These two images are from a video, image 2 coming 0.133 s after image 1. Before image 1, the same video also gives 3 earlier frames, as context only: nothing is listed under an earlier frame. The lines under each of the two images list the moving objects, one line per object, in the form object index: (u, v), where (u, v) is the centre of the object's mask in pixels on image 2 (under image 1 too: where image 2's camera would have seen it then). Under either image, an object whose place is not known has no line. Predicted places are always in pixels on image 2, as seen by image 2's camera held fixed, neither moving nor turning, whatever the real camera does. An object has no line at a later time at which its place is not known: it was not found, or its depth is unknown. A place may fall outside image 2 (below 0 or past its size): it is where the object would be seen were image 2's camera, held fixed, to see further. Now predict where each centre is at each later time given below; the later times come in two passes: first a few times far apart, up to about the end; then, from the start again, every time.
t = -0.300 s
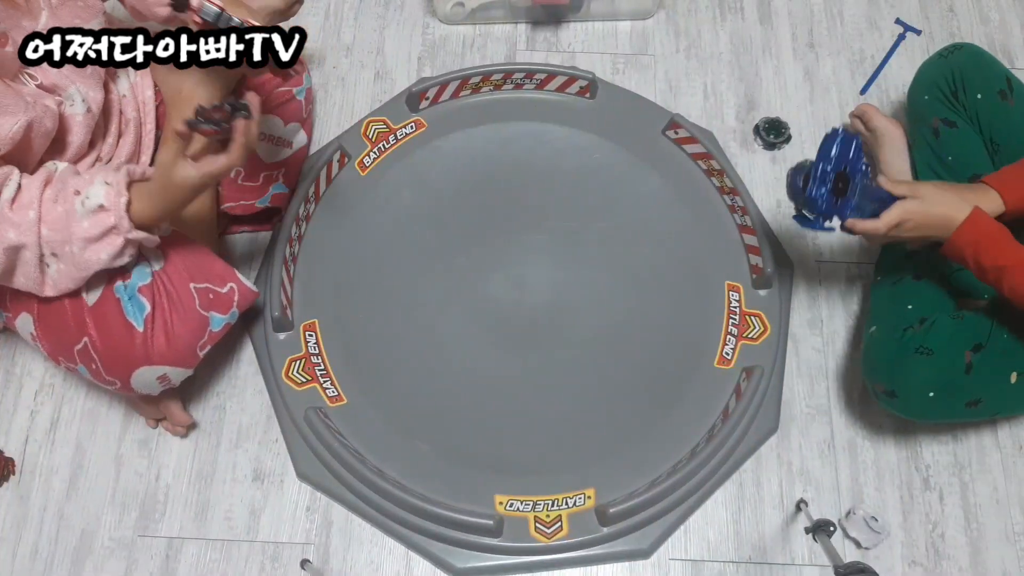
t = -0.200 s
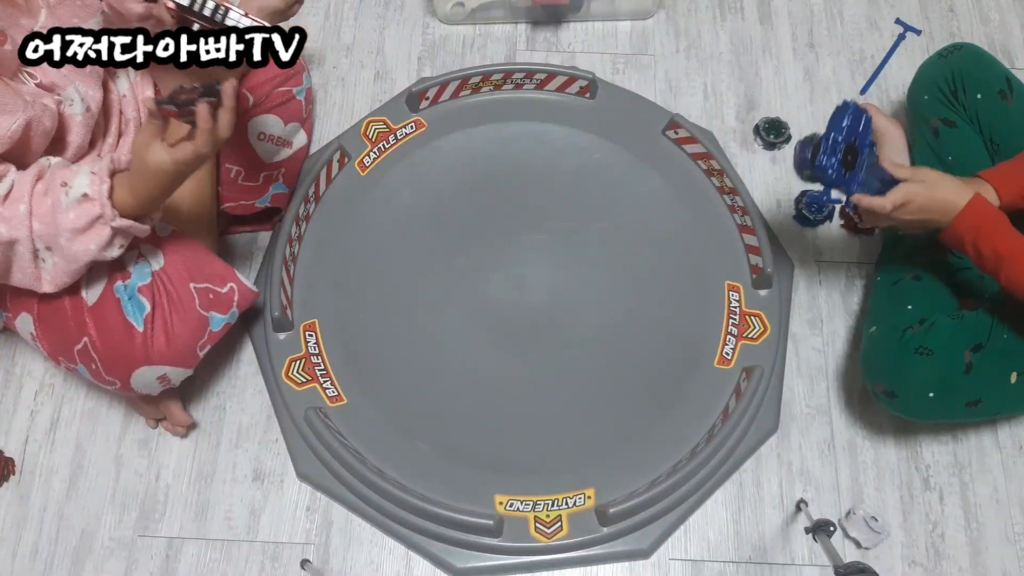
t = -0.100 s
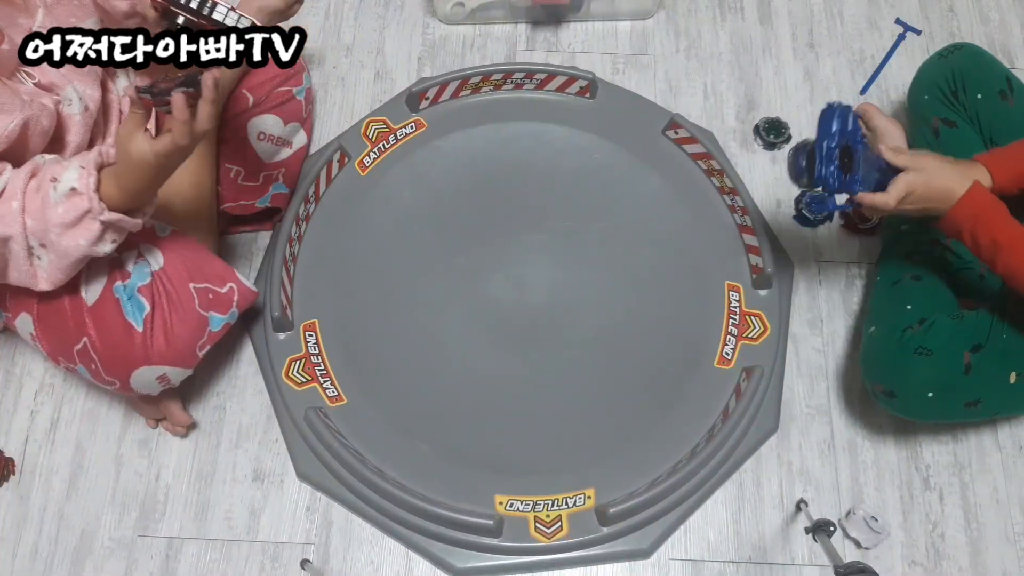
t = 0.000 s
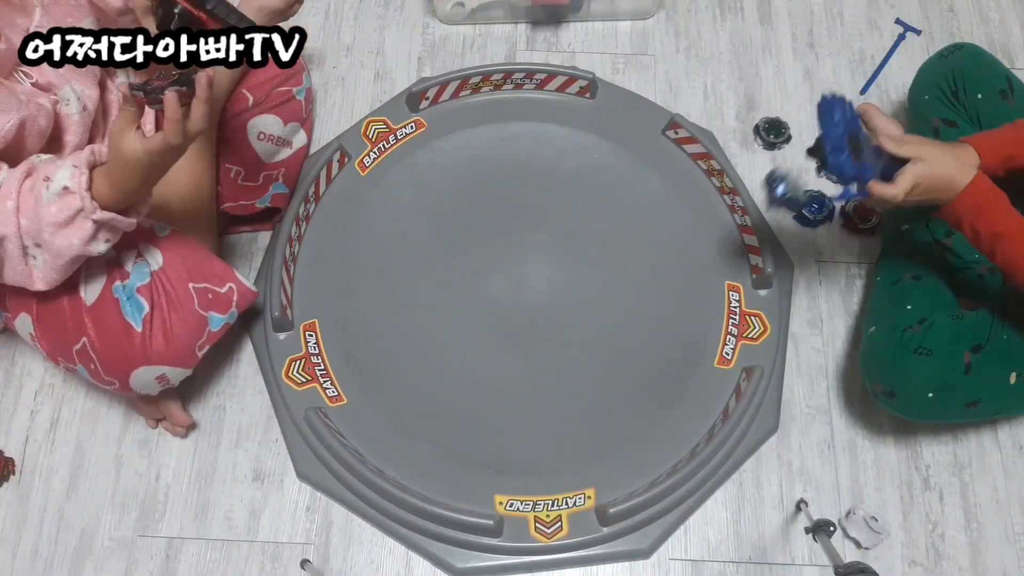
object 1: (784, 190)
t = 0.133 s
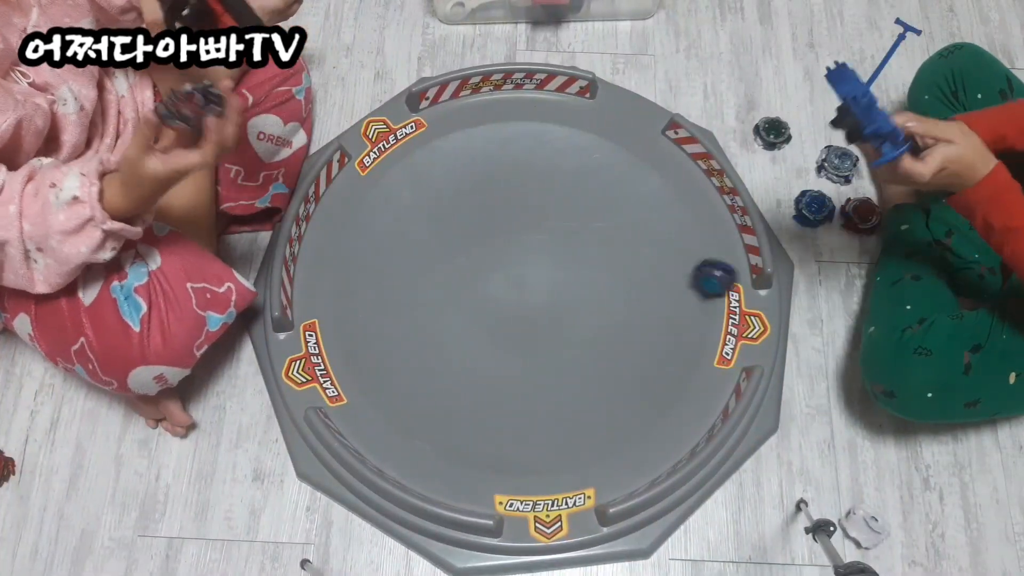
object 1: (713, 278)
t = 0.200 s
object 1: (681, 278)
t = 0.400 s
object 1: (563, 294)
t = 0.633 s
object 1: (459, 298)
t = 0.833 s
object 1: (411, 296)
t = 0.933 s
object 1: (410, 295)
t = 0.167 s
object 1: (697, 277)
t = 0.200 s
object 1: (681, 278)
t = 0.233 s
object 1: (662, 281)
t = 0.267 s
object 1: (643, 285)
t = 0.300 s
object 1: (624, 289)
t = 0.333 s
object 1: (604, 292)
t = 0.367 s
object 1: (583, 292)
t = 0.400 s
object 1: (563, 294)
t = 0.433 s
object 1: (547, 296)
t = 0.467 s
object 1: (531, 298)
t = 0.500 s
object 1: (514, 298)
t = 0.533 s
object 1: (497, 300)
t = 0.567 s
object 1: (483, 300)
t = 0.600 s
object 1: (470, 299)
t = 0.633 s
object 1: (459, 298)
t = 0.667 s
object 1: (448, 297)
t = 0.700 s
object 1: (438, 298)
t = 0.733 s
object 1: (430, 298)
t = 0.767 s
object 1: (422, 298)
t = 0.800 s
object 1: (416, 298)
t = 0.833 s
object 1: (411, 296)
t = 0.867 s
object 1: (409, 295)
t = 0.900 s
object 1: (410, 295)
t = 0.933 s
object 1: (410, 295)
